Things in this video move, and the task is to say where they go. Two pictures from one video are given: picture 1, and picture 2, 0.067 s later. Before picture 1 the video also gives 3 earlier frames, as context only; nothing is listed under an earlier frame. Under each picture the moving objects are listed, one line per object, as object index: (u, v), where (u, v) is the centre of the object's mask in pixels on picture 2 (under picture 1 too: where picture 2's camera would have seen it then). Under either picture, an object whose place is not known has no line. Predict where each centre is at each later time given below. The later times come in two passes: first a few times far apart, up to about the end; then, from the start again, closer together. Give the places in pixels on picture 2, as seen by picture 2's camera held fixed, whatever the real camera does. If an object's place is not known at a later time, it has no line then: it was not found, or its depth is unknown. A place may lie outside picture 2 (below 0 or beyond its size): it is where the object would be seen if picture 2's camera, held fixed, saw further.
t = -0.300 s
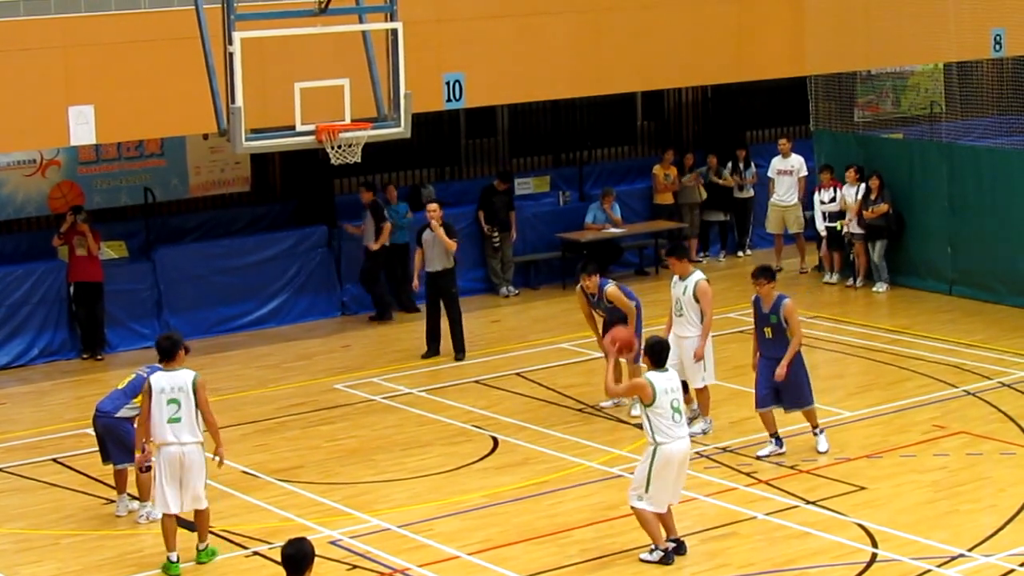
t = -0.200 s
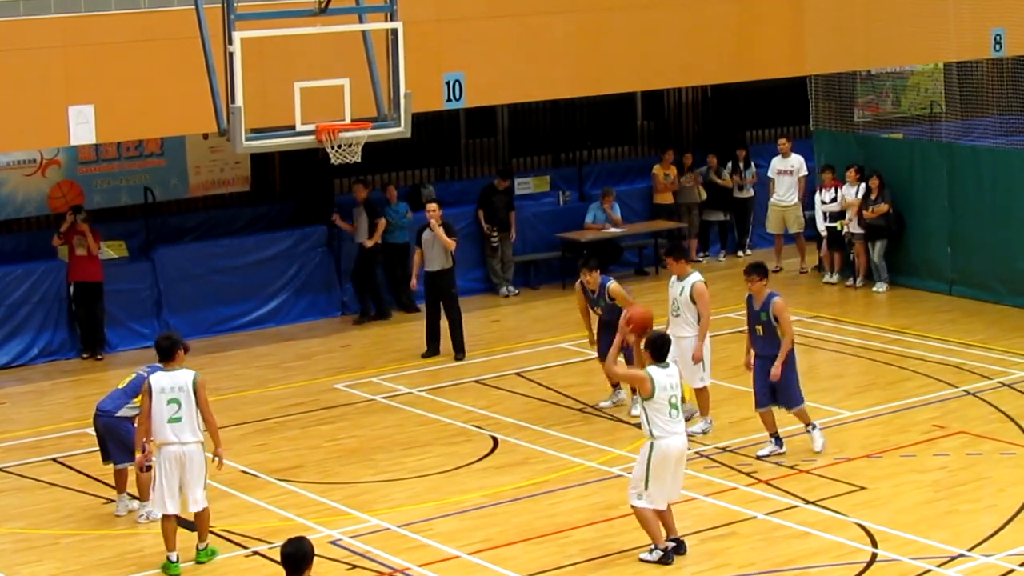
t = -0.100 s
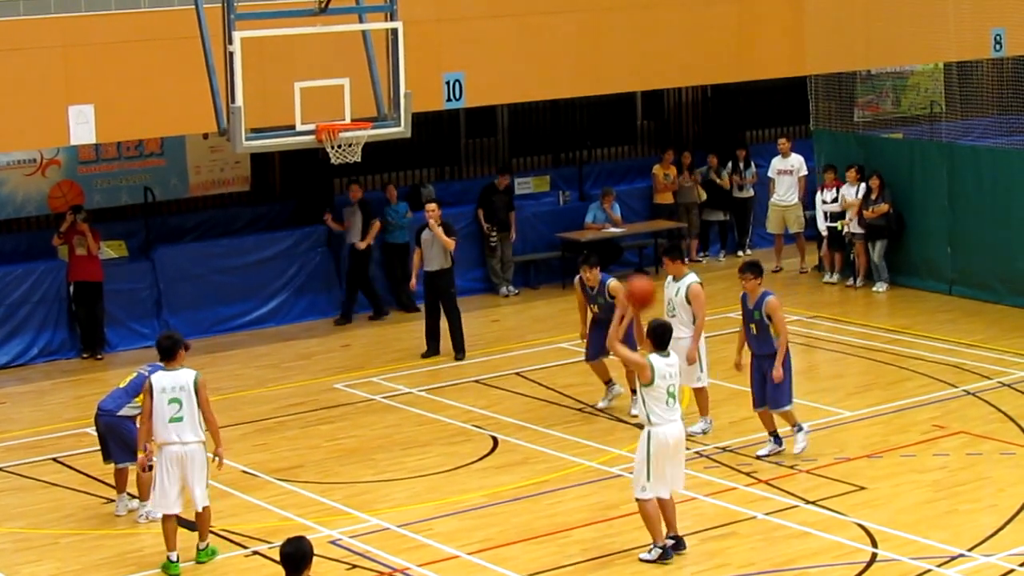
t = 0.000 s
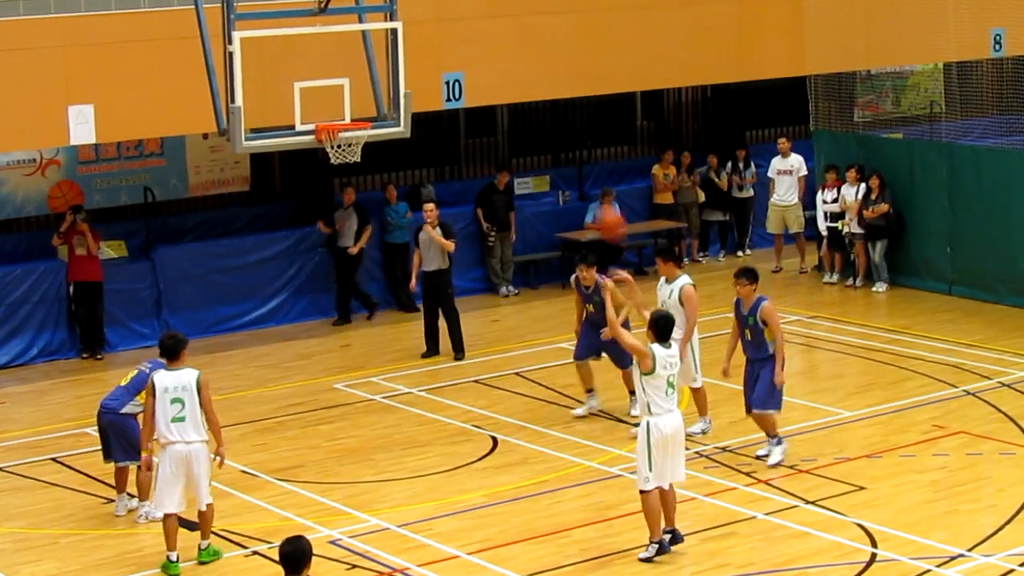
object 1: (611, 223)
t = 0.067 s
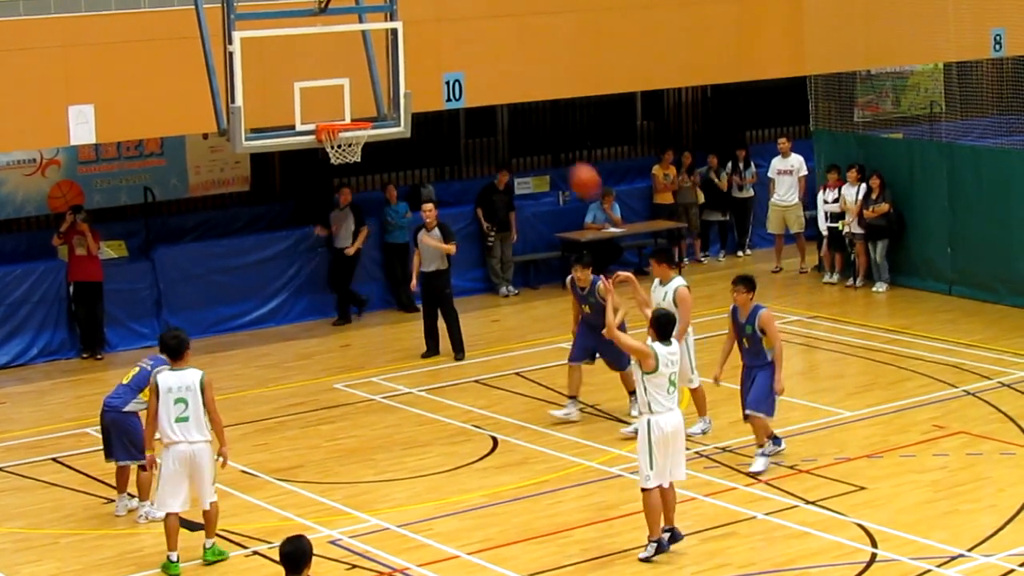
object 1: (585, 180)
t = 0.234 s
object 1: (526, 104)
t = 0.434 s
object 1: (460, 57)
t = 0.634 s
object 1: (404, 58)
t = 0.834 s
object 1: (354, 101)
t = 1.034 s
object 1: (352, 184)
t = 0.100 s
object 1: (573, 161)
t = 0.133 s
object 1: (560, 144)
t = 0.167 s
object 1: (548, 129)
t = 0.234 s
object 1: (526, 104)
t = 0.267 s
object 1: (514, 89)
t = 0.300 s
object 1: (502, 81)
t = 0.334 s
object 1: (491, 73)
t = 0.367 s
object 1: (481, 67)
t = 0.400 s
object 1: (470, 61)
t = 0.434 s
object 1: (460, 57)
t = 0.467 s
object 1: (450, 54)
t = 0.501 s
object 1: (440, 52)
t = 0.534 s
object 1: (431, 52)
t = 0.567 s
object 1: (422, 53)
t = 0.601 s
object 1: (413, 56)
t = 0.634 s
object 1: (404, 58)
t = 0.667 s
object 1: (395, 62)
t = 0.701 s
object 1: (386, 68)
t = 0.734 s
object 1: (377, 75)
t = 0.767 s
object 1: (369, 83)
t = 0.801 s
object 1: (361, 92)
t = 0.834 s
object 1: (354, 101)
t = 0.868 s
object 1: (345, 112)
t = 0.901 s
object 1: (337, 119)
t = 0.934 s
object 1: (341, 141)
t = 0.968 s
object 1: (342, 150)
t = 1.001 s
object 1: (347, 171)
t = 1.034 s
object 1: (352, 184)
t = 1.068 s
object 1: (358, 202)
